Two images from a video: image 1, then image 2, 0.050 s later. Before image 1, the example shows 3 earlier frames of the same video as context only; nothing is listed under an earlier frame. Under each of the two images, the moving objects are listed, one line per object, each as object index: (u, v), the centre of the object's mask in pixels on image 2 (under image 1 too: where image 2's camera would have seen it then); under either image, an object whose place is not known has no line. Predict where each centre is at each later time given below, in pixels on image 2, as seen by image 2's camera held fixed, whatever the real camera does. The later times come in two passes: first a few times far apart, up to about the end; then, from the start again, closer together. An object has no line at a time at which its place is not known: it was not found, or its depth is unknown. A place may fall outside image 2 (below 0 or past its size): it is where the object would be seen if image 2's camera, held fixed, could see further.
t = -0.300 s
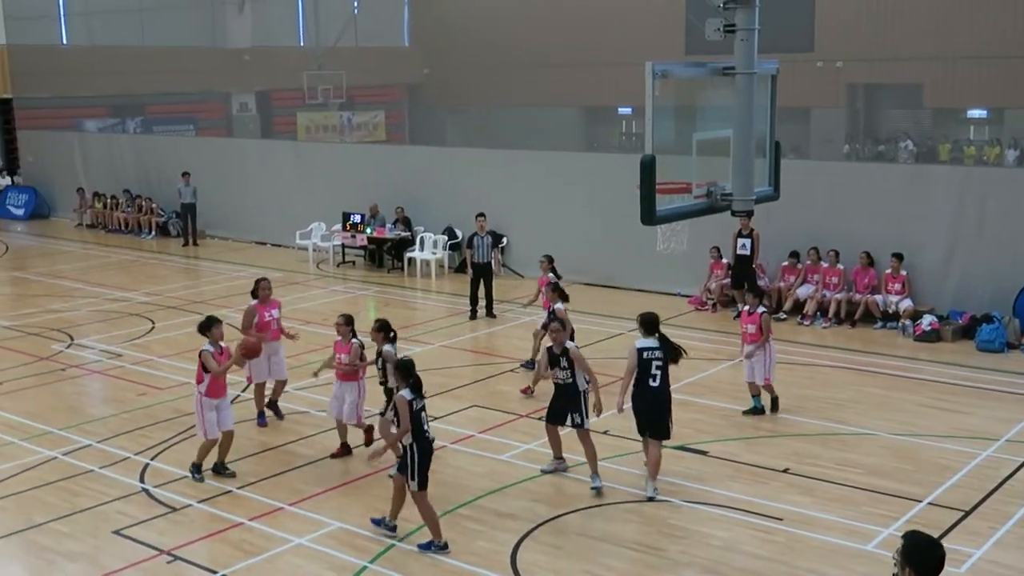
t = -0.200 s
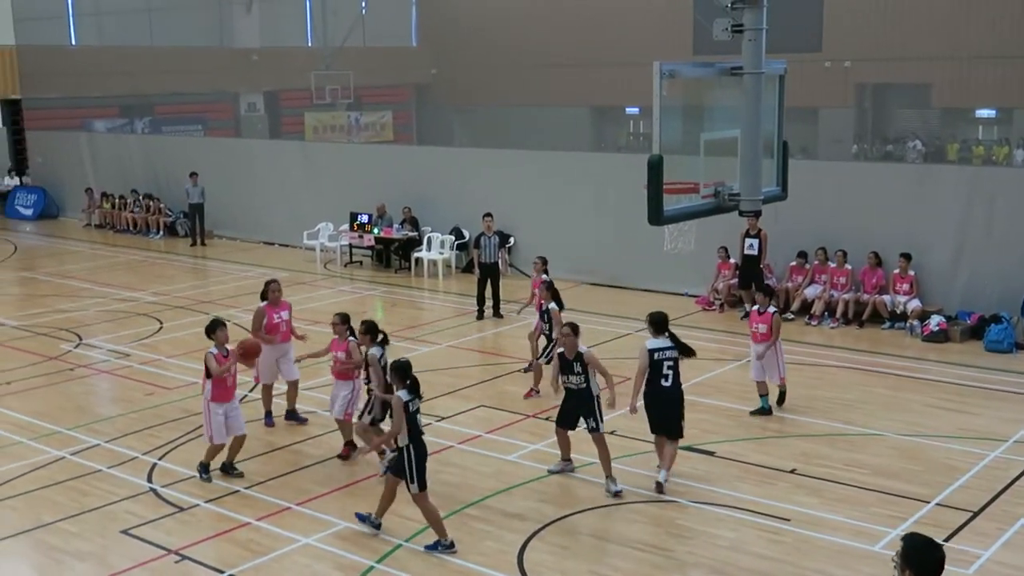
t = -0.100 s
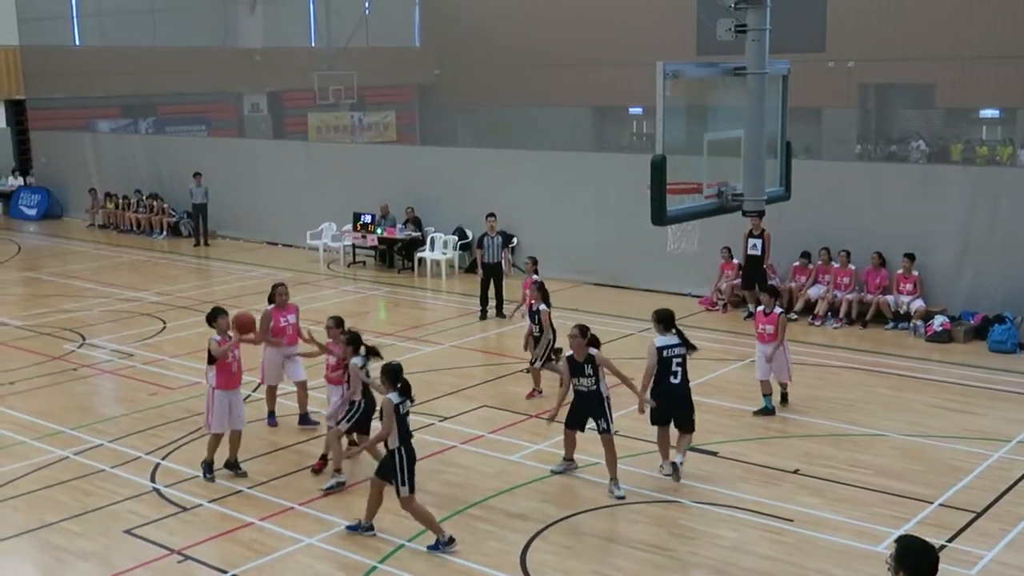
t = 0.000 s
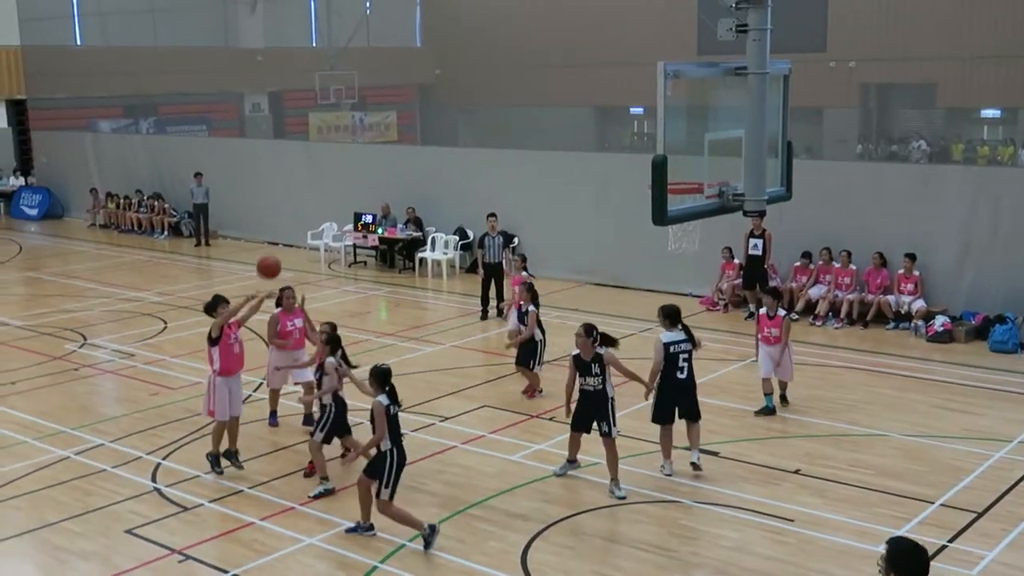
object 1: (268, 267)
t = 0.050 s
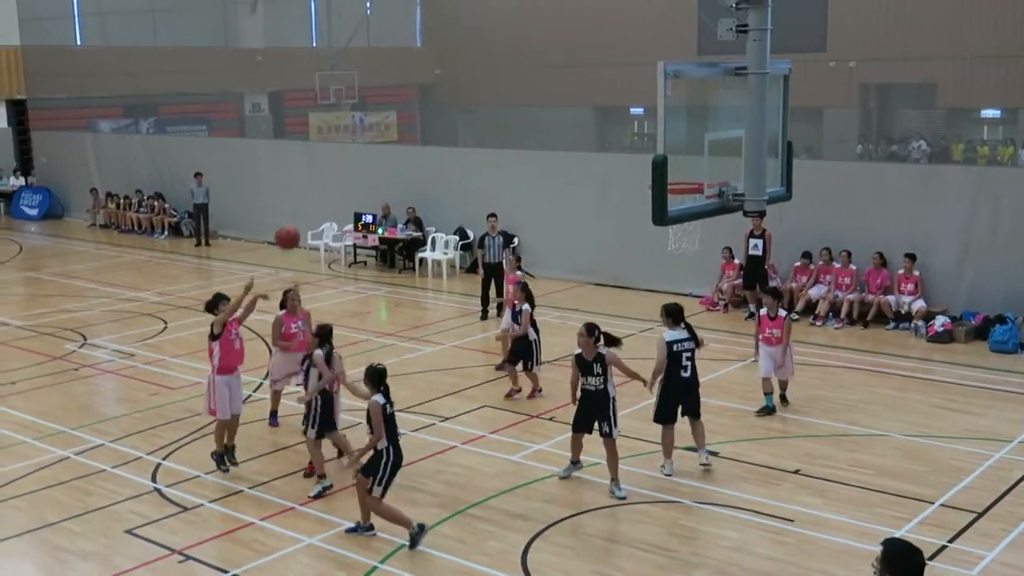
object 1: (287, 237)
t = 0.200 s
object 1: (347, 160)
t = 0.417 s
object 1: (443, 82)
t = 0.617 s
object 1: (543, 53)
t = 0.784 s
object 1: (634, 67)
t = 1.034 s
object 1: (677, 143)
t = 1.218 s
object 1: (610, 228)
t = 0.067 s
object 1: (294, 228)
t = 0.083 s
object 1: (300, 219)
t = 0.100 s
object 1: (306, 210)
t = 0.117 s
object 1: (313, 201)
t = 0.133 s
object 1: (320, 192)
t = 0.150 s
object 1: (326, 184)
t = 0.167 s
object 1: (333, 175)
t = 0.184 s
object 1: (340, 167)
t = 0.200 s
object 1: (347, 160)
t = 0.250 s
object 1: (367, 138)
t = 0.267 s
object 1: (374, 131)
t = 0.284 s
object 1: (382, 124)
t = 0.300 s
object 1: (390, 118)
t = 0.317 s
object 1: (397, 113)
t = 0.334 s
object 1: (405, 107)
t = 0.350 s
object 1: (412, 101)
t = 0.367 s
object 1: (419, 96)
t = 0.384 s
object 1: (427, 90)
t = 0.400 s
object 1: (434, 86)
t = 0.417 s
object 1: (443, 82)
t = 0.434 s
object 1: (451, 78)
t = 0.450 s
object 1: (459, 74)
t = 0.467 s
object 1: (467, 71)
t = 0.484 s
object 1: (475, 68)
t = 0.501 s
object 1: (483, 65)
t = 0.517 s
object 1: (492, 62)
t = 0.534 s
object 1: (500, 60)
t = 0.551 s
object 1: (508, 58)
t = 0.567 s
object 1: (517, 56)
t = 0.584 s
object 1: (525, 55)
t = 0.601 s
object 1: (534, 54)
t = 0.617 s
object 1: (543, 53)
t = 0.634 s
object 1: (552, 53)
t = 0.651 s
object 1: (561, 53)
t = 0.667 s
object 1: (569, 54)
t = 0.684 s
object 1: (578, 55)
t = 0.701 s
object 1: (588, 56)
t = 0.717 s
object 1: (596, 57)
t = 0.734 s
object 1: (605, 59)
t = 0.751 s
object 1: (615, 61)
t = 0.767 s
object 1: (624, 63)
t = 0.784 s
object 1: (634, 67)
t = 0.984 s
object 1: (696, 125)
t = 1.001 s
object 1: (690, 132)
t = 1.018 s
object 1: (684, 138)
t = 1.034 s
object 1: (677, 143)
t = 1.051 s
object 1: (673, 150)
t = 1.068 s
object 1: (663, 154)
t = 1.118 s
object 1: (641, 178)
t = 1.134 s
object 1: (637, 185)
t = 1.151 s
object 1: (633, 193)
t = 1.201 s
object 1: (616, 218)
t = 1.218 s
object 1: (610, 228)
